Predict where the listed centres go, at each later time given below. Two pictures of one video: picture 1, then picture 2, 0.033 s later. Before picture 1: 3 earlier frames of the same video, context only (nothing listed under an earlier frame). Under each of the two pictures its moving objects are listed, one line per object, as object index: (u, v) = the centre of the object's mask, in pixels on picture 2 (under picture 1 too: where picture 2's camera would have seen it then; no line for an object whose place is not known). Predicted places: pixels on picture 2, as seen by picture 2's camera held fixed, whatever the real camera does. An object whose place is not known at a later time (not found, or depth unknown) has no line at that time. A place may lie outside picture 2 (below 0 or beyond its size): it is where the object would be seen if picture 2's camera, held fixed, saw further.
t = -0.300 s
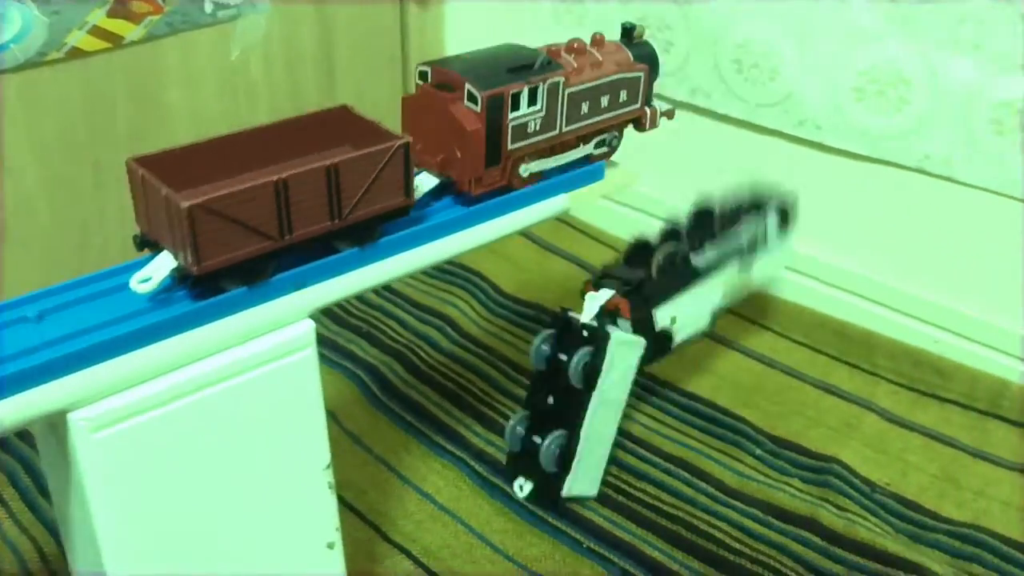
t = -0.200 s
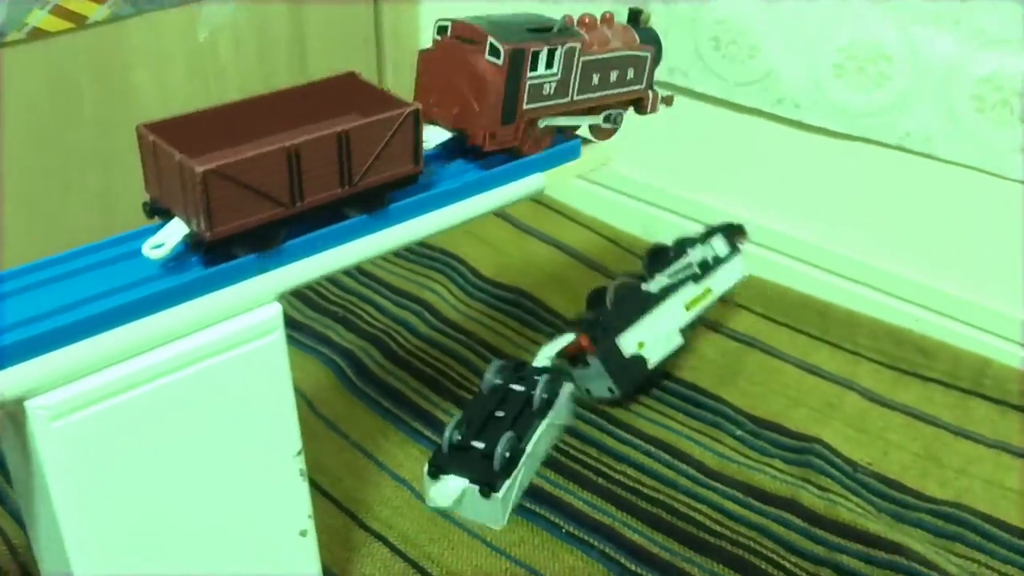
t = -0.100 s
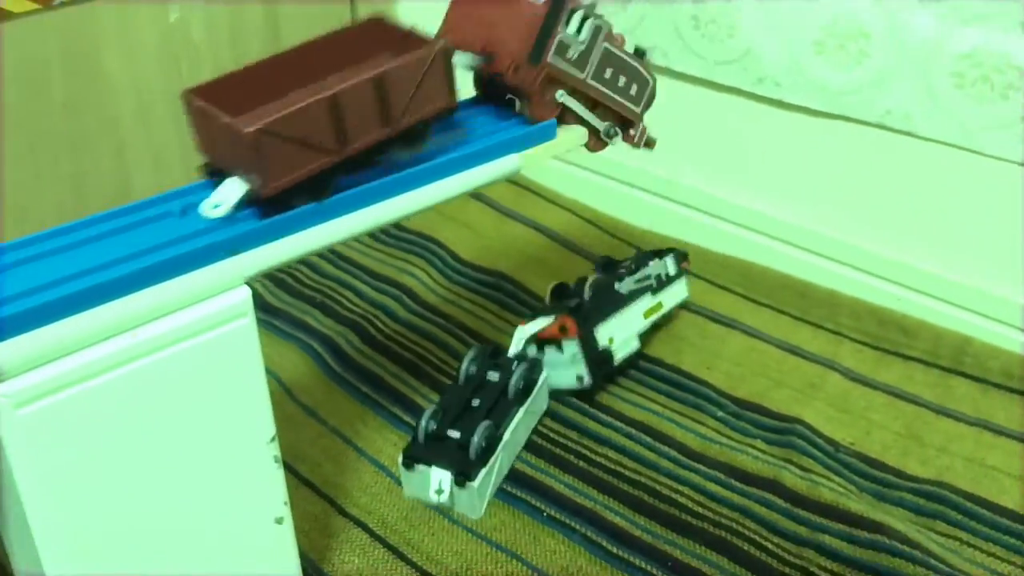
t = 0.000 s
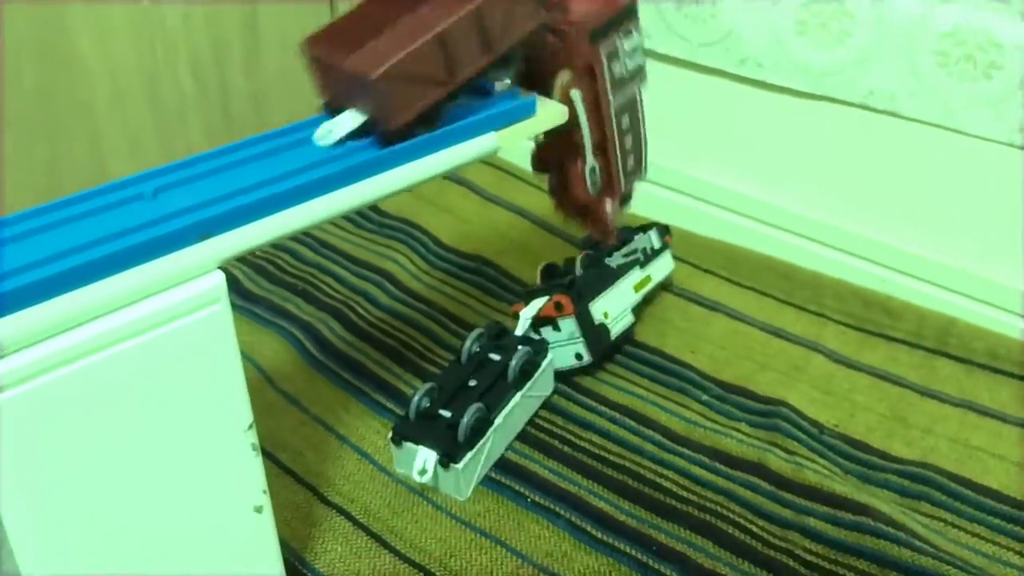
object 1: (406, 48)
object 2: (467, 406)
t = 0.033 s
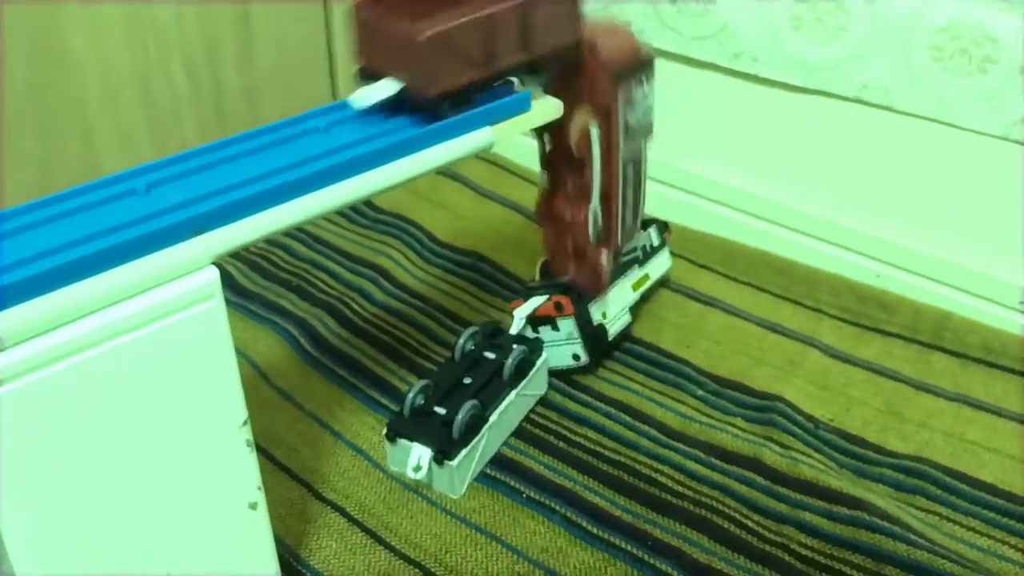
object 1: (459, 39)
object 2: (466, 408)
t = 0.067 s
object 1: (522, 36)
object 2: (463, 415)
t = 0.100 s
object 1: (556, 35)
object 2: (471, 422)
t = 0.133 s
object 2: (483, 415)
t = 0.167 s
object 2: (492, 418)
